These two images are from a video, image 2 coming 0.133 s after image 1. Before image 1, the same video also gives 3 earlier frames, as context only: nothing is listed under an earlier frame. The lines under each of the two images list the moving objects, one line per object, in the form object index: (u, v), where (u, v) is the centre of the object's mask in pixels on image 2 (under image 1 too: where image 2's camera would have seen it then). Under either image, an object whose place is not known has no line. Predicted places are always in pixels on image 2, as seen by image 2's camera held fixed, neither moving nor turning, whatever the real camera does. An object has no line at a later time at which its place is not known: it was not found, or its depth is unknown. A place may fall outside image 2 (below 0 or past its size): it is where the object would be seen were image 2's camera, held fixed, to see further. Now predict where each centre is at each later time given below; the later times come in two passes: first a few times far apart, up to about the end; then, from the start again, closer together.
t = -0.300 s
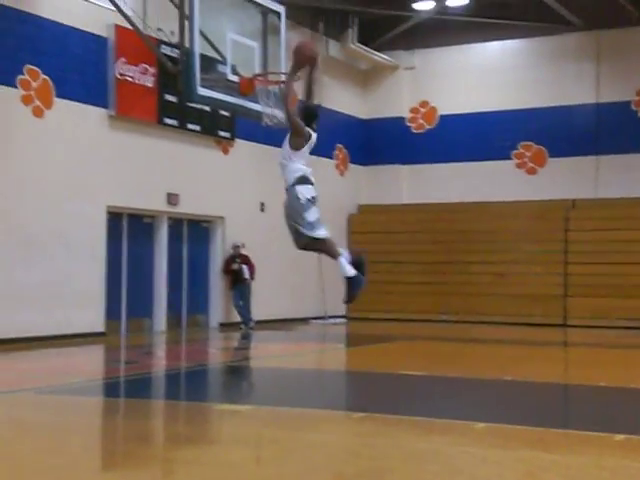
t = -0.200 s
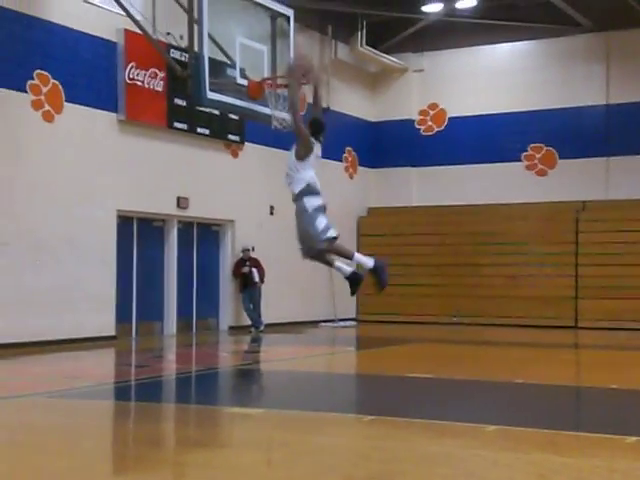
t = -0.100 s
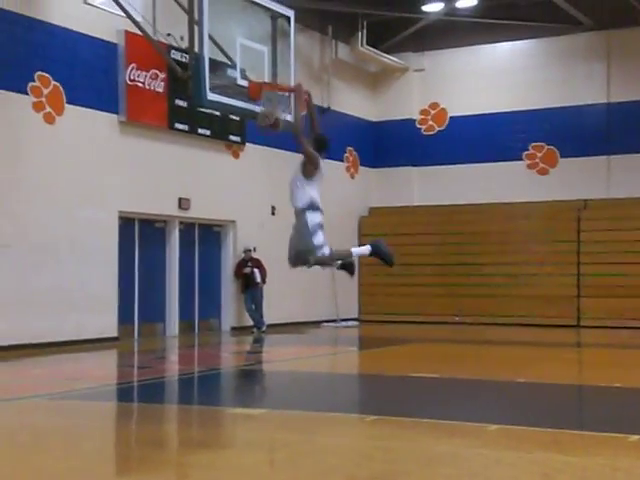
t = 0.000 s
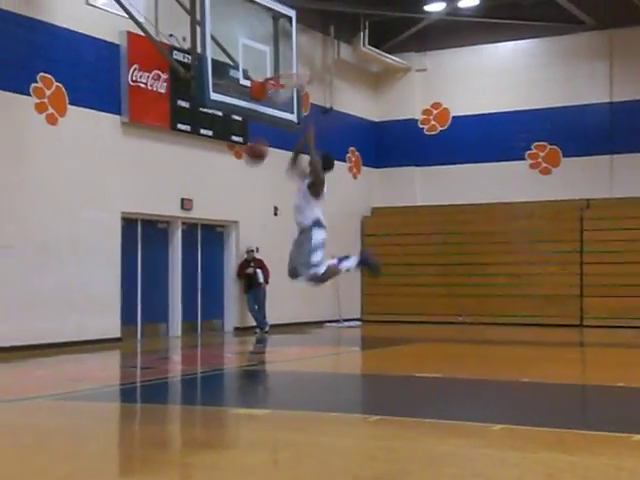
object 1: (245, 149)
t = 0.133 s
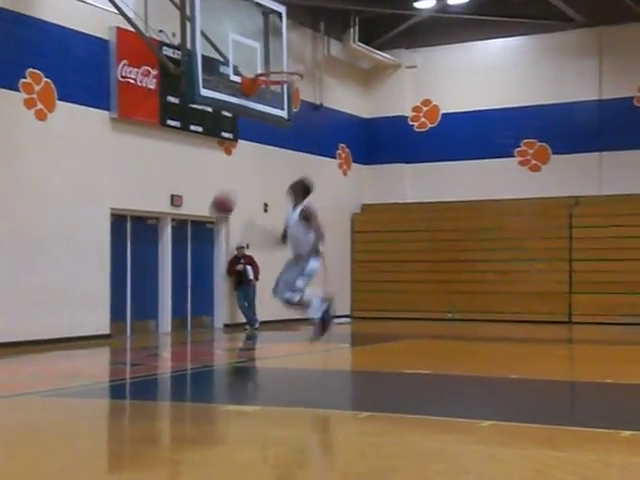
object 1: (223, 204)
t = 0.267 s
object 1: (200, 279)
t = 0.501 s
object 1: (172, 322)
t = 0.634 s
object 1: (170, 264)
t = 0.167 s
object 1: (217, 222)
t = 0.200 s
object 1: (210, 240)
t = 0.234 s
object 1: (204, 260)
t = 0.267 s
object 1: (200, 279)
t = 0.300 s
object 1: (193, 303)
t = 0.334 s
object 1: (189, 325)
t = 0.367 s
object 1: (177, 353)
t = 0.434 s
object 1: (172, 360)
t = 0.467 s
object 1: (170, 341)
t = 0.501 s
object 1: (172, 322)
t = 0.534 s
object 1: (172, 304)
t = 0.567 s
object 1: (172, 289)
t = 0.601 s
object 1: (171, 276)
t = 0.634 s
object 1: (170, 264)
